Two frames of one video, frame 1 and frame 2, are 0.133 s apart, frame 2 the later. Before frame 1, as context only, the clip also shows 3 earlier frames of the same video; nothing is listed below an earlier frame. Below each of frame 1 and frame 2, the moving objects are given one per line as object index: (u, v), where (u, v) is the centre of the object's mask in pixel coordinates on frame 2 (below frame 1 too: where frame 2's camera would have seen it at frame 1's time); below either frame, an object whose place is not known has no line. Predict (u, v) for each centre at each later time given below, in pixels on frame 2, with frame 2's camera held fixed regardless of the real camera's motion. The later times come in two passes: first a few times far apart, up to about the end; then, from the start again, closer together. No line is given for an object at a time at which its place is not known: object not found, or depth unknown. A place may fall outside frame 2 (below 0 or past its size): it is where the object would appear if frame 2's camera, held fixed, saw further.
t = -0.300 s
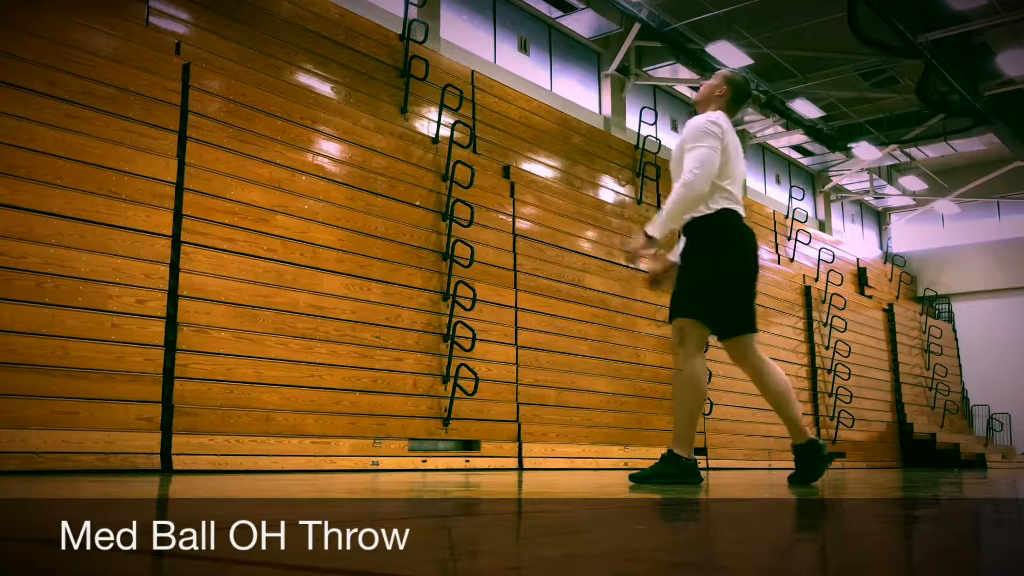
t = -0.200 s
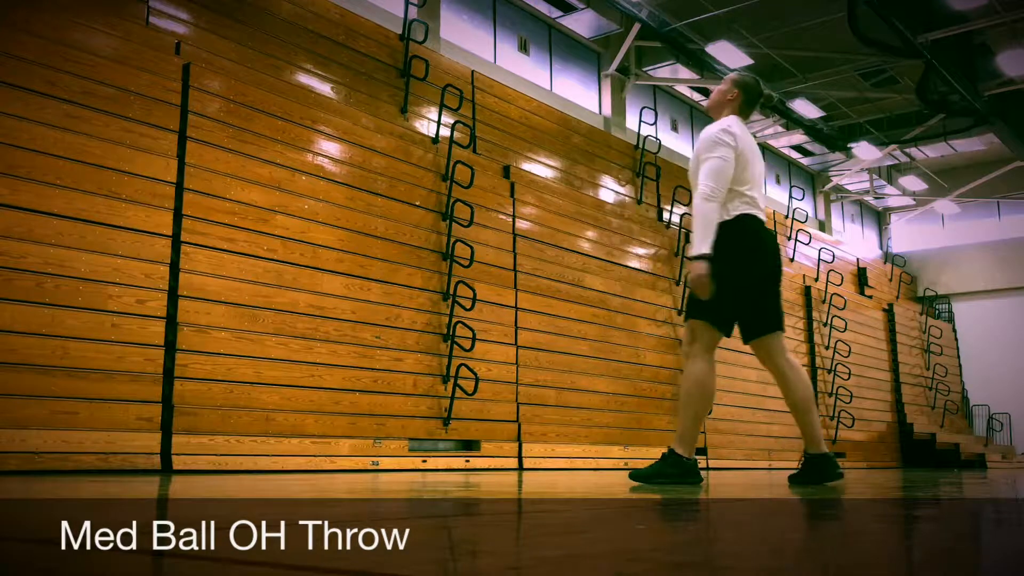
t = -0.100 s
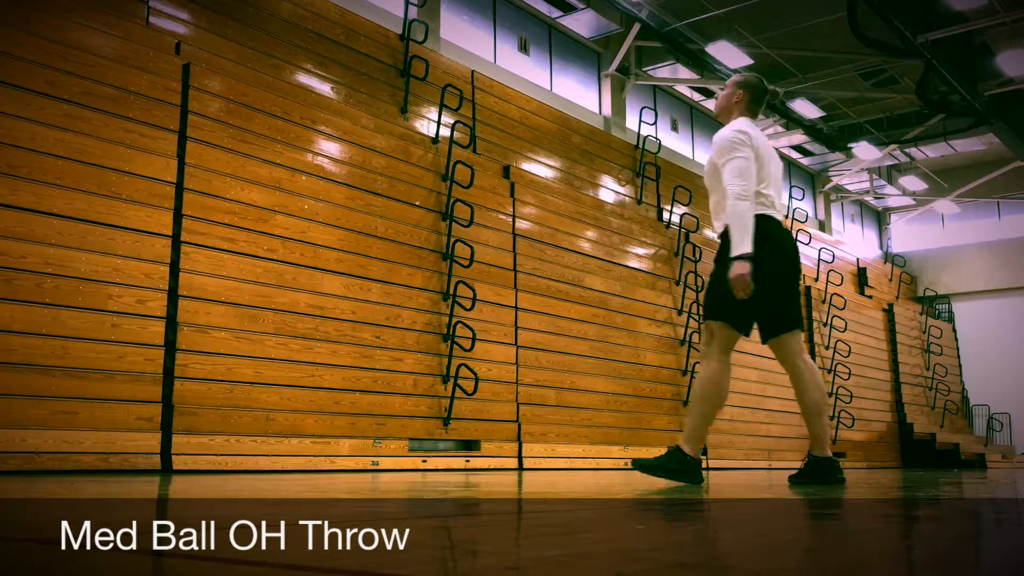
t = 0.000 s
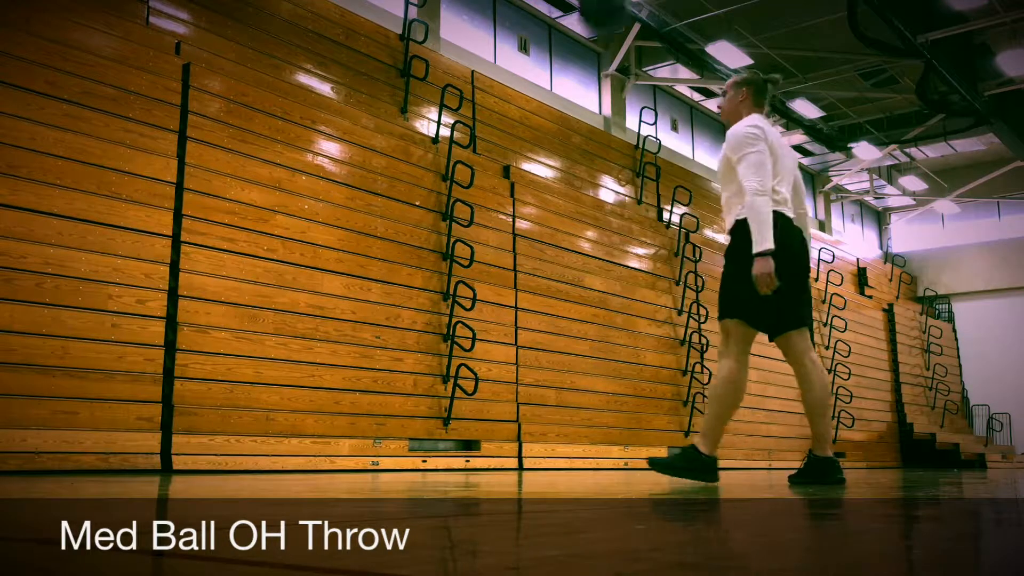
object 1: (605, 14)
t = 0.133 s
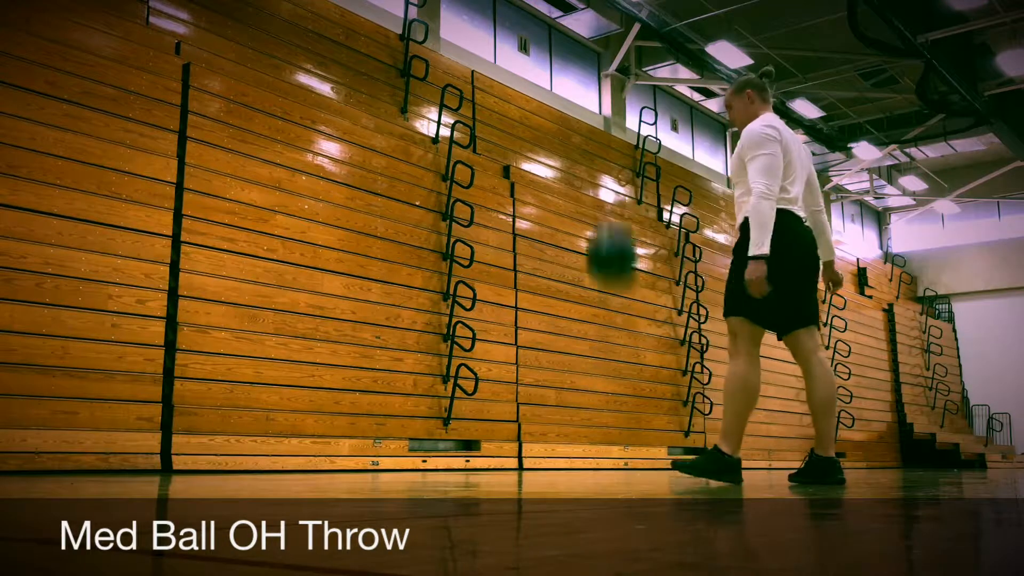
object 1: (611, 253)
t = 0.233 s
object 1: (618, 464)
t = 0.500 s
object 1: (589, 447)
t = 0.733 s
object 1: (584, 456)
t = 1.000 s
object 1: (588, 456)
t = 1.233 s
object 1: (588, 456)
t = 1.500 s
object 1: (588, 456)
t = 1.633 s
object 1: (588, 456)
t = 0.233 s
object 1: (618, 464)
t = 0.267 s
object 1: (612, 455)
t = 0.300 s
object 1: (607, 445)
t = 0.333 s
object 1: (604, 440)
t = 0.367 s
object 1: (600, 437)
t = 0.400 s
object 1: (597, 436)
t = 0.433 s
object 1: (594, 437)
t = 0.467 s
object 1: (591, 441)
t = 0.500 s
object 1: (589, 447)
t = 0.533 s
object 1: (586, 456)
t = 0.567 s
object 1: (585, 457)
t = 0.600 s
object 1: (585, 456)
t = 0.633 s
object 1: (585, 456)
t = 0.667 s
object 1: (585, 456)
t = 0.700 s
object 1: (584, 456)
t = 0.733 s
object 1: (584, 456)
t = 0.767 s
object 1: (585, 456)
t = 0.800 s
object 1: (585, 456)
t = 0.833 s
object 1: (585, 456)
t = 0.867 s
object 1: (586, 456)
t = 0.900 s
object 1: (586, 456)
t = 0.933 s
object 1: (587, 456)
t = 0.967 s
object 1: (587, 456)
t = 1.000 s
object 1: (588, 456)
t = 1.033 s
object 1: (588, 456)
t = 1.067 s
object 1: (588, 456)
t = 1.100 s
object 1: (588, 456)
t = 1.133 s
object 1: (588, 456)
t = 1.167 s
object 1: (588, 456)
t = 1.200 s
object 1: (588, 456)
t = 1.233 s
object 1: (588, 456)
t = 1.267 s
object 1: (588, 456)
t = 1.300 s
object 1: (588, 456)
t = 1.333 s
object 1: (588, 456)
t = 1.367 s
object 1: (588, 456)
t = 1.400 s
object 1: (588, 456)
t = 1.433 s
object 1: (588, 456)
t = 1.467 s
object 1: (588, 456)
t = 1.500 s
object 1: (588, 456)
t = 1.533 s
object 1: (587, 456)
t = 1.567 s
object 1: (587, 455)
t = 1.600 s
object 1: (588, 455)
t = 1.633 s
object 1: (588, 456)
